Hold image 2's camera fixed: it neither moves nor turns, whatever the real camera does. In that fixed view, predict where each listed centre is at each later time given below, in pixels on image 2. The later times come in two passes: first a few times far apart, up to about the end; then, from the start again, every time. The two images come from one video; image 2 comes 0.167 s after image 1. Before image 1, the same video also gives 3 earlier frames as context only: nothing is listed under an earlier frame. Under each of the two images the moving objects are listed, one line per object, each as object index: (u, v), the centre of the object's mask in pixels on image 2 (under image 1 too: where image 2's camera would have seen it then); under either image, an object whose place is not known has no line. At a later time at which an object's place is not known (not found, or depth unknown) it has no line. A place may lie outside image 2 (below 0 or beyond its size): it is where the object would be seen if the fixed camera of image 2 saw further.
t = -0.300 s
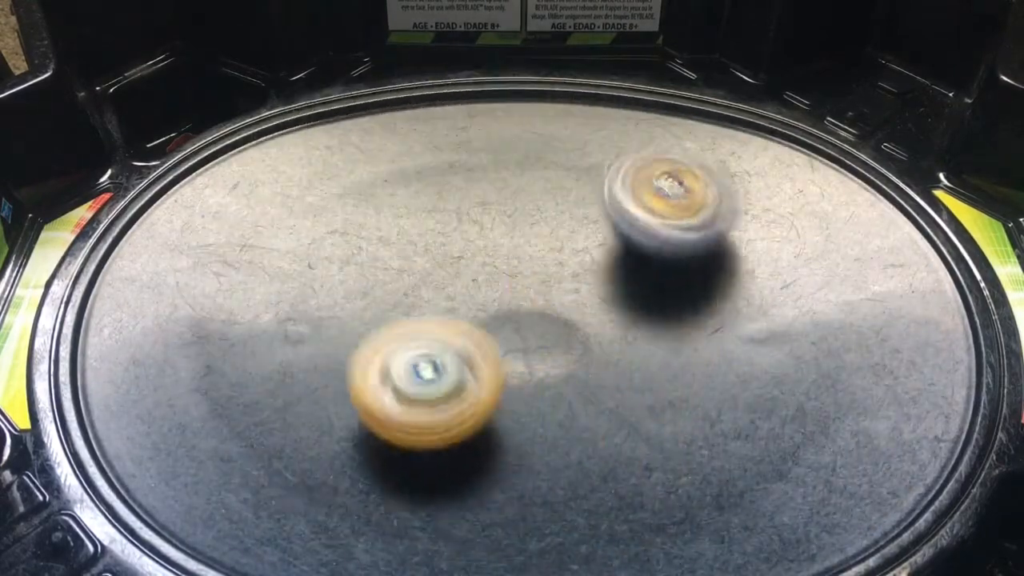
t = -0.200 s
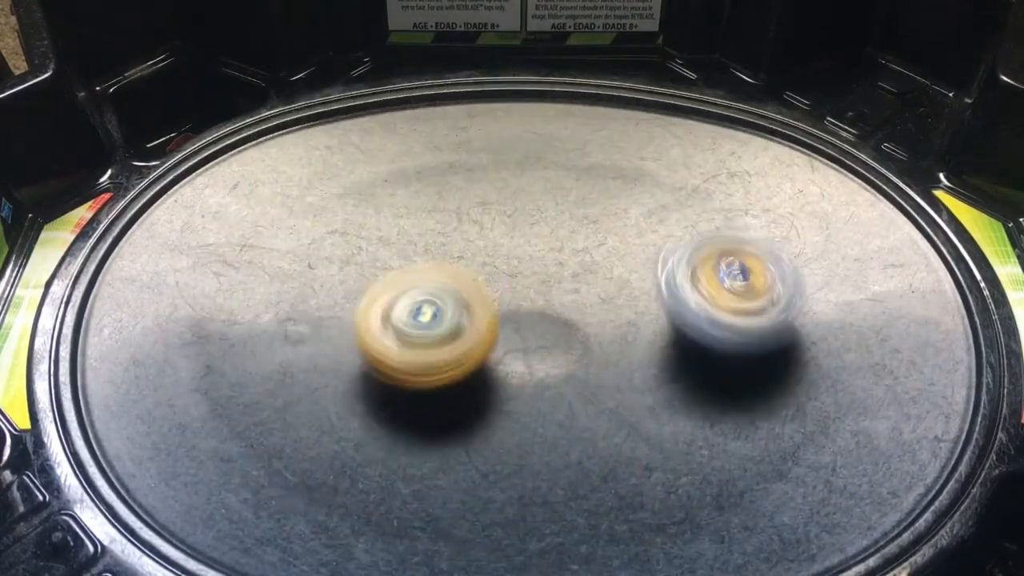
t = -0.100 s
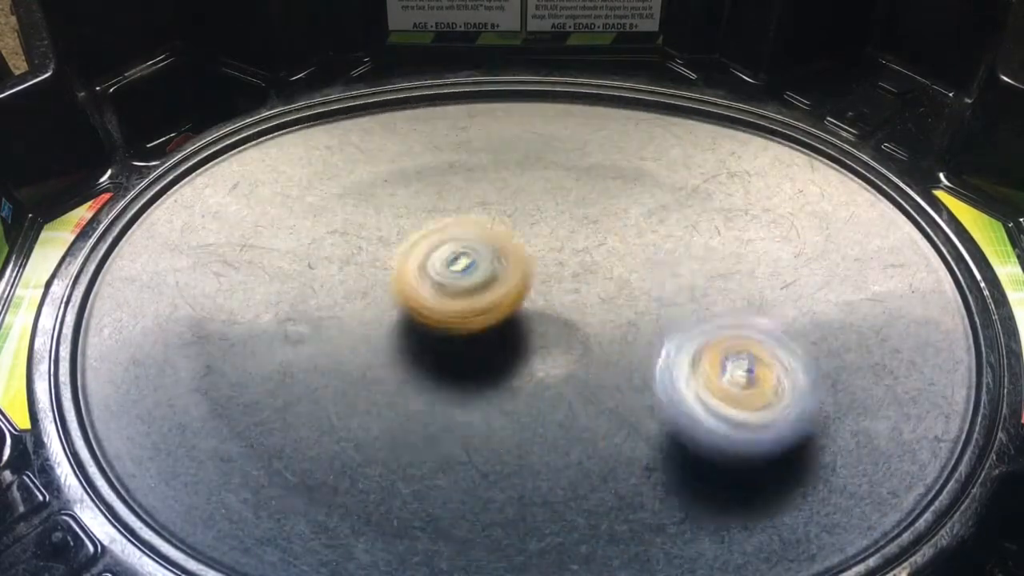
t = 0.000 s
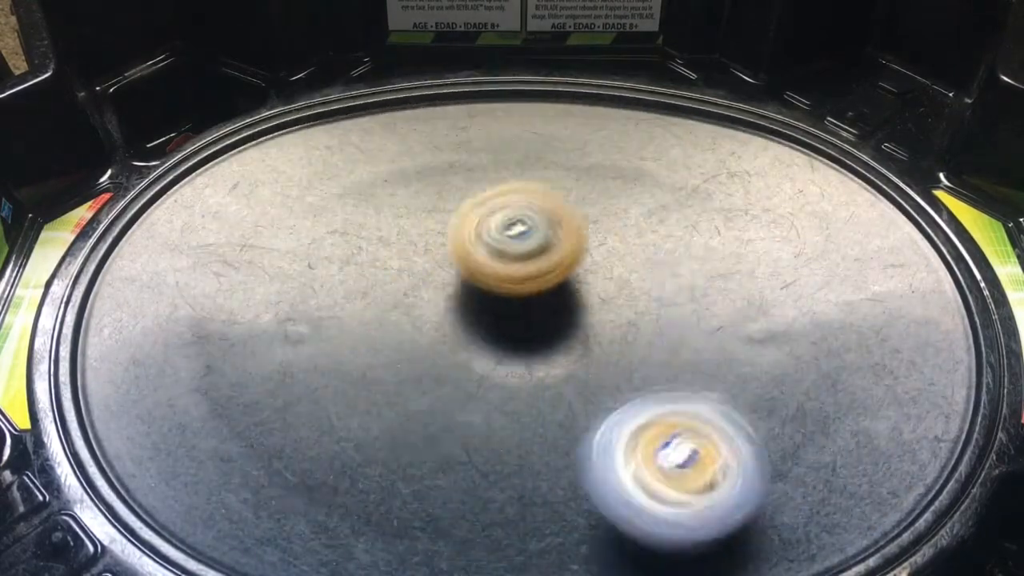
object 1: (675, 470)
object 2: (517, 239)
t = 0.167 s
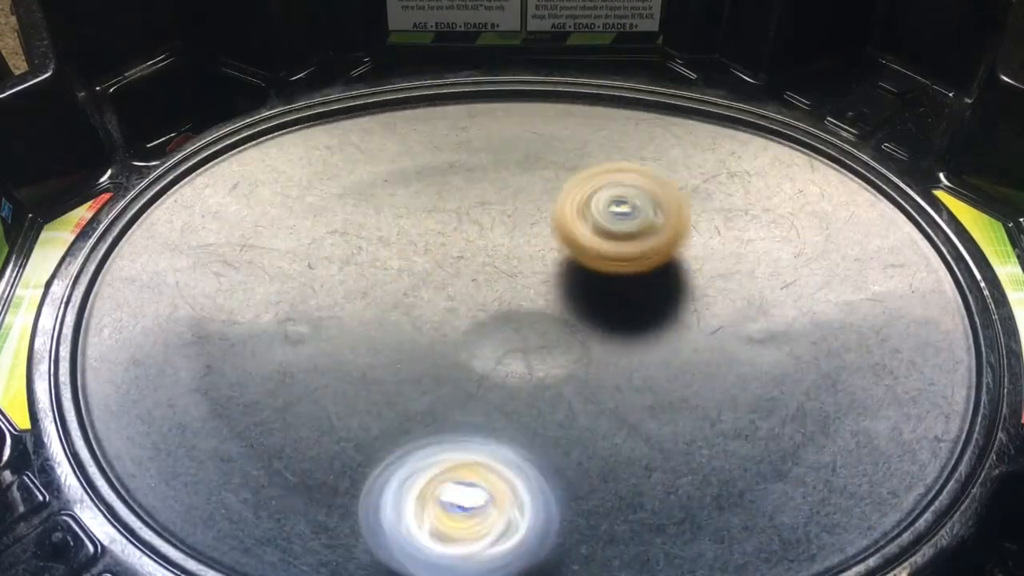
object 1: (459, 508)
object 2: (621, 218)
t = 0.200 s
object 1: (415, 503)
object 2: (642, 221)
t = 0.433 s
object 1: (276, 314)
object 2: (714, 301)
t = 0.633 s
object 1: (414, 181)
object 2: (606, 371)
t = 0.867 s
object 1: (654, 163)
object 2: (430, 344)
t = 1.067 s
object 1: (808, 279)
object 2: (369, 263)
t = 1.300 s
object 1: (664, 456)
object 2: (453, 210)
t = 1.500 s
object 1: (401, 424)
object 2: (557, 265)
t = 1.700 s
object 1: (287, 272)
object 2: (593, 354)
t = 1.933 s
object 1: (411, 141)
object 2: (515, 422)
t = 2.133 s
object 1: (609, 182)
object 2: (432, 370)
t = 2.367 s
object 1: (713, 367)
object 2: (485, 271)
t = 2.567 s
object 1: (584, 487)
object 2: (583, 232)
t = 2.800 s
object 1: (338, 414)
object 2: (673, 260)
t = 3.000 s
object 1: (360, 252)
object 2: (644, 332)
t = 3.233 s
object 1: (541, 164)
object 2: (505, 355)
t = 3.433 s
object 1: (714, 201)
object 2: (403, 317)
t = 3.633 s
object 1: (757, 348)
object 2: (393, 257)
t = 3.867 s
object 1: (536, 440)
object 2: (495, 253)
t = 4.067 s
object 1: (340, 369)
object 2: (566, 313)
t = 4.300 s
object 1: (333, 212)
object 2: (581, 384)
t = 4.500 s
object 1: (496, 172)
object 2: (515, 390)
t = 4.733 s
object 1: (670, 276)
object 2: (496, 313)
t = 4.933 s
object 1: (678, 418)
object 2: (535, 255)
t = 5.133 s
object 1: (506, 467)
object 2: (604, 237)
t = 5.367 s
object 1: (374, 327)
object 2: (630, 297)
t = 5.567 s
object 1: (441, 210)
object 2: (549, 345)
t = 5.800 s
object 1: (607, 174)
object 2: (436, 348)
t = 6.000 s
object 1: (715, 271)
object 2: (388, 305)
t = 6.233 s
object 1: (612, 410)
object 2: (460, 264)
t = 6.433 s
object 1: (422, 419)
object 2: (545, 283)
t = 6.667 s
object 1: (317, 296)
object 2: (619, 323)
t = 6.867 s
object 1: (420, 208)
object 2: (617, 365)
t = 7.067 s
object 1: (581, 212)
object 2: (547, 346)
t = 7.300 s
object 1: (730, 304)
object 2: (484, 306)
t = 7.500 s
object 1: (709, 410)
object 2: (445, 274)
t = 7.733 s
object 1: (509, 384)
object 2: (481, 262)
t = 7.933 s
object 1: (438, 451)
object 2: (448, 138)
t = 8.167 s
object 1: (384, 386)
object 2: (427, 128)
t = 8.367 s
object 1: (485, 301)
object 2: (428, 194)
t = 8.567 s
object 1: (622, 287)
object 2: (467, 247)
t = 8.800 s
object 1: (748, 289)
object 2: (565, 280)
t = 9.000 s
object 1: (732, 339)
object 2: (610, 246)
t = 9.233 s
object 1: (591, 332)
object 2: (555, 209)
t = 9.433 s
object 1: (519, 323)
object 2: (467, 188)
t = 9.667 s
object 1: (432, 351)
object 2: (422, 232)
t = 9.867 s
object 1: (408, 420)
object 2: (427, 209)
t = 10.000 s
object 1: (411, 442)
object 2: (474, 212)
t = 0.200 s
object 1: (415, 503)
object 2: (642, 221)
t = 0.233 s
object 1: (371, 488)
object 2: (660, 224)
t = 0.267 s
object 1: (334, 466)
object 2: (677, 232)
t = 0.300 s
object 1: (303, 440)
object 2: (694, 242)
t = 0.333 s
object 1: (283, 412)
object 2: (706, 255)
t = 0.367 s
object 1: (272, 379)
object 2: (713, 268)
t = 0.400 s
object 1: (269, 346)
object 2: (718, 284)
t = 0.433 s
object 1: (276, 314)
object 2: (714, 301)
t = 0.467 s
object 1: (289, 285)
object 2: (709, 317)
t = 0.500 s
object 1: (306, 259)
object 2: (695, 329)
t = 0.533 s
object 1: (328, 233)
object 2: (678, 345)
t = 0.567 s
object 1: (355, 211)
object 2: (655, 356)
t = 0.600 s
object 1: (384, 198)
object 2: (632, 364)
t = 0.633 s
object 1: (414, 181)
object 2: (606, 371)
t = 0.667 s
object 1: (447, 169)
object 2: (577, 373)
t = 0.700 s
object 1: (479, 161)
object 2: (552, 374)
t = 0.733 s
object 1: (513, 157)
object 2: (524, 372)
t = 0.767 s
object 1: (548, 152)
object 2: (498, 365)
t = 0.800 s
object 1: (583, 152)
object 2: (474, 362)
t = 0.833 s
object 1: (619, 156)
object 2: (449, 352)
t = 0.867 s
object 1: (654, 163)
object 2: (430, 344)
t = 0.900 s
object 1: (689, 173)
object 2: (410, 332)
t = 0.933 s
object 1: (721, 186)
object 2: (395, 319)
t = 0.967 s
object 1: (752, 202)
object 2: (382, 306)
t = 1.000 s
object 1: (775, 226)
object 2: (375, 291)
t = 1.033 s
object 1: (795, 252)
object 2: (370, 278)
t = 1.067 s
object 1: (808, 279)
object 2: (369, 263)
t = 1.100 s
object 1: (813, 309)
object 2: (371, 250)
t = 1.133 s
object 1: (811, 341)
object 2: (380, 237)
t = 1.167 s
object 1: (795, 375)
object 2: (391, 227)
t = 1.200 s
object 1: (773, 400)
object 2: (403, 220)
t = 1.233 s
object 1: (743, 422)
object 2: (418, 213)
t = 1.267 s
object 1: (705, 442)
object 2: (435, 211)
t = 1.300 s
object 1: (664, 456)
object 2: (453, 210)
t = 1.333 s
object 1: (620, 463)
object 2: (473, 215)
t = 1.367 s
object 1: (574, 464)
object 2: (492, 219)
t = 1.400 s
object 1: (527, 459)
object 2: (511, 230)
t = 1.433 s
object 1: (480, 451)
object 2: (527, 239)
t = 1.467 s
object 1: (439, 440)
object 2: (545, 253)
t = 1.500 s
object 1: (401, 424)
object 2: (557, 265)
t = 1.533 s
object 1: (370, 404)
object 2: (570, 281)
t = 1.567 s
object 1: (341, 381)
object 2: (578, 296)
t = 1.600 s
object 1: (316, 358)
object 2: (586, 311)
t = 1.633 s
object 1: (299, 333)
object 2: (591, 323)
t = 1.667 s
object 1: (290, 301)
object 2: (593, 341)
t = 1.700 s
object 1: (287, 272)
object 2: (593, 354)
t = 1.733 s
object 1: (291, 246)
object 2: (589, 370)
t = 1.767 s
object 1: (300, 221)
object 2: (582, 383)
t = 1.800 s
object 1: (314, 202)
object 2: (574, 396)
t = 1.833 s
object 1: (333, 180)
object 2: (561, 405)
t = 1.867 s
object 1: (357, 162)
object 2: (549, 414)
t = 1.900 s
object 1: (380, 150)
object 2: (532, 418)
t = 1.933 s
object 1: (411, 141)
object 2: (515, 422)
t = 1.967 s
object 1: (445, 138)
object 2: (496, 420)
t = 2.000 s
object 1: (482, 138)
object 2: (477, 417)
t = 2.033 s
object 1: (516, 143)
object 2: (462, 410)
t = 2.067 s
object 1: (550, 153)
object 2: (446, 399)
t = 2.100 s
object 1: (580, 165)
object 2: (437, 386)
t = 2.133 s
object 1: (609, 182)
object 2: (432, 370)
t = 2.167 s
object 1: (636, 204)
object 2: (430, 355)
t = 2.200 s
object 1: (662, 227)
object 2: (433, 339)
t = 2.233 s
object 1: (683, 253)
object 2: (438, 322)
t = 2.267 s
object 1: (699, 281)
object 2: (446, 309)
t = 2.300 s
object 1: (709, 308)
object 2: (457, 294)
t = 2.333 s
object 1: (715, 338)
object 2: (471, 281)
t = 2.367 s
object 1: (713, 367)
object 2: (485, 271)
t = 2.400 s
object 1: (708, 393)
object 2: (501, 261)
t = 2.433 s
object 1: (695, 414)
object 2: (517, 252)
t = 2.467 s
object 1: (675, 438)
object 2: (532, 246)
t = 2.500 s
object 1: (650, 459)
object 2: (550, 238)
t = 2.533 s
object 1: (619, 477)
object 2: (567, 234)
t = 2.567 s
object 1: (584, 487)
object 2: (583, 232)
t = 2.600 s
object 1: (544, 493)
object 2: (598, 232)
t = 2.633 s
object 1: (502, 493)
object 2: (612, 232)
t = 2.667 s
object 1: (462, 489)
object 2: (628, 233)
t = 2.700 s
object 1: (425, 478)
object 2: (641, 237)
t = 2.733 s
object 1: (387, 459)
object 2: (655, 243)
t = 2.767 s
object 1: (357, 438)
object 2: (665, 250)
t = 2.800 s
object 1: (338, 414)
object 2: (673, 260)
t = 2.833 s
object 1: (321, 386)
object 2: (679, 272)
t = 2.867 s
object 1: (316, 358)
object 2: (682, 283)
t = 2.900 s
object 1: (319, 328)
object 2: (678, 297)
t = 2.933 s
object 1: (329, 302)
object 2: (672, 309)
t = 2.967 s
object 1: (342, 274)
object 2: (660, 320)
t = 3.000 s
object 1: (360, 252)
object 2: (644, 332)
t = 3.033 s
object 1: (378, 232)
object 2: (628, 340)
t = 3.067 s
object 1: (404, 213)
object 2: (609, 347)
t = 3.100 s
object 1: (427, 200)
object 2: (590, 351)
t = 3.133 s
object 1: (455, 187)
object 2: (569, 354)
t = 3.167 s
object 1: (480, 176)
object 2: (545, 357)
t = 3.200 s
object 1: (512, 169)
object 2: (525, 357)
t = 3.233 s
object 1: (541, 164)
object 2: (505, 355)
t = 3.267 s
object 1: (567, 161)
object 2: (485, 352)
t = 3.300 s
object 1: (600, 162)
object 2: (464, 348)
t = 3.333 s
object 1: (634, 166)
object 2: (447, 343)
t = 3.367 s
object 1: (664, 174)
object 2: (432, 335)
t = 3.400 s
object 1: (687, 187)
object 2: (416, 326)
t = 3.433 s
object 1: (714, 201)
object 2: (403, 317)
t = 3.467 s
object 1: (737, 222)
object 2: (394, 307)
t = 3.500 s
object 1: (752, 241)
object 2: (389, 297)
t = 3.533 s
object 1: (764, 268)
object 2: (385, 288)
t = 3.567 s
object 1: (769, 297)
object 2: (385, 276)
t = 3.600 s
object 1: (767, 323)
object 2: (388, 266)
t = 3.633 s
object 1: (757, 348)
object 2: (393, 257)
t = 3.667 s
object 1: (737, 373)
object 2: (403, 250)
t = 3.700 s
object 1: (713, 397)
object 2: (417, 244)
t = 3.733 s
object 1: (683, 413)
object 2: (432, 241)
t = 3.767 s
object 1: (649, 425)
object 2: (448, 241)
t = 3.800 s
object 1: (612, 434)
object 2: (464, 243)
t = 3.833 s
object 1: (575, 441)
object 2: (480, 247)
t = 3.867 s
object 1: (536, 440)
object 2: (495, 253)
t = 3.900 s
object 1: (494, 435)
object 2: (511, 262)
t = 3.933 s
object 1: (460, 431)
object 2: (527, 271)
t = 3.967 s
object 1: (425, 419)
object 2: (539, 281)
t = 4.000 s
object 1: (391, 405)
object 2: (547, 291)
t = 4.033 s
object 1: (365, 389)
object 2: (556, 302)
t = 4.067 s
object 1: (340, 369)
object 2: (566, 313)
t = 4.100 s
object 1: (324, 347)
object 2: (575, 324)
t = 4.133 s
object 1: (309, 326)
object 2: (583, 333)
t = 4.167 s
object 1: (302, 300)
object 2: (588, 344)
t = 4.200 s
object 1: (302, 276)
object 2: (590, 353)
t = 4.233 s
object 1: (304, 256)
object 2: (590, 363)
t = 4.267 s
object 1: (318, 233)
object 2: (587, 374)
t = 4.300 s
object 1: (333, 212)
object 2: (581, 384)
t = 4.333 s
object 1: (350, 198)
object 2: (573, 392)
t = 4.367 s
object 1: (376, 186)
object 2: (564, 397)
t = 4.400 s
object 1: (404, 175)
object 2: (552, 399)
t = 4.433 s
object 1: (432, 172)
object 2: (540, 399)
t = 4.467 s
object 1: (463, 170)
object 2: (527, 396)
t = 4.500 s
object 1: (496, 172)
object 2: (515, 390)
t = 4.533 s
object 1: (523, 178)
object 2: (505, 382)
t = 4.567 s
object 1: (557, 188)
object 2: (497, 371)
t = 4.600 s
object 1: (586, 201)
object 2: (491, 359)
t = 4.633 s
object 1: (611, 215)
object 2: (487, 347)
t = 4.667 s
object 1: (635, 237)
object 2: (487, 334)
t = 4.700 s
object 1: (653, 258)
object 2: (491, 323)
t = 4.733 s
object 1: (670, 276)
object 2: (496, 313)
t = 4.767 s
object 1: (686, 301)
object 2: (502, 303)
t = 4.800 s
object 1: (689, 318)
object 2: (507, 293)
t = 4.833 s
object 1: (697, 350)
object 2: (512, 282)
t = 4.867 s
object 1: (697, 375)
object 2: (518, 272)
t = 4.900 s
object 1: (689, 398)
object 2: (526, 263)
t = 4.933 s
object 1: (678, 418)
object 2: (535, 255)
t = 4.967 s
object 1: (661, 437)
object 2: (546, 248)
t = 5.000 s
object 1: (638, 452)
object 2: (558, 243)
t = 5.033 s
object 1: (606, 466)
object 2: (569, 238)
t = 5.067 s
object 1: (573, 470)
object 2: (581, 236)
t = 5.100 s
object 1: (538, 473)
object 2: (592, 236)
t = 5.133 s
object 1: (506, 467)
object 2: (604, 237)
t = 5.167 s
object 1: (471, 458)
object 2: (615, 241)
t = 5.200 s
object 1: (439, 443)
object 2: (623, 247)
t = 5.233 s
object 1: (414, 425)
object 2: (630, 255)
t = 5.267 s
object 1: (396, 402)
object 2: (634, 264)
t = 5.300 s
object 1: (384, 379)
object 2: (635, 275)
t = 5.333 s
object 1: (377, 354)
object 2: (634, 286)
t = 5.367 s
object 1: (374, 327)
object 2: (630, 297)
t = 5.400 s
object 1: (378, 303)
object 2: (619, 309)
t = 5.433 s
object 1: (383, 280)
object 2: (610, 318)
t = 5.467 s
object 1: (396, 259)
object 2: (596, 328)
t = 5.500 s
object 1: (408, 241)
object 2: (581, 335)
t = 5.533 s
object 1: (425, 221)
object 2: (565, 341)
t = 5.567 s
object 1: (441, 210)
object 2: (549, 345)
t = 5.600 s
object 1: (464, 197)
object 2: (532, 349)
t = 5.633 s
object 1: (485, 185)
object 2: (515, 351)
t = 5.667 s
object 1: (508, 175)
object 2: (499, 353)
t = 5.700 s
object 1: (534, 170)
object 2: (483, 353)
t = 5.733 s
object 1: (557, 167)
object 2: (467, 353)
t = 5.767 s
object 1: (587, 169)
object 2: (451, 351)
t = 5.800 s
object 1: (607, 174)
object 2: (436, 348)
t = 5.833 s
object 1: (638, 181)
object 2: (423, 343)
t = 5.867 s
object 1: (658, 191)
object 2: (411, 337)
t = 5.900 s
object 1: (682, 208)
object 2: (400, 330)
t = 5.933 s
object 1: (694, 226)
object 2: (392, 322)
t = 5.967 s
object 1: (708, 248)
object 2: (389, 314)
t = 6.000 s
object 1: (715, 271)
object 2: (388, 305)
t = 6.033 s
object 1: (716, 297)
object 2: (389, 295)
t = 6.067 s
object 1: (709, 320)
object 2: (395, 287)
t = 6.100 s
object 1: (699, 341)
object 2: (403, 279)
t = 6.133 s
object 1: (680, 364)
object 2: (414, 273)
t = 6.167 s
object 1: (660, 383)
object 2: (429, 268)
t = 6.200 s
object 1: (634, 398)
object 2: (443, 266)
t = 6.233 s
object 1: (612, 410)
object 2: (460, 264)
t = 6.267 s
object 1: (579, 419)
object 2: (476, 266)
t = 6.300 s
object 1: (549, 428)
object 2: (491, 267)
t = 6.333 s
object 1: (514, 429)
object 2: (505, 270)
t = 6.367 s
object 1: (485, 429)
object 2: (519, 274)
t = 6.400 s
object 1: (453, 425)
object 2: (532, 278)
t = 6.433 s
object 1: (422, 419)
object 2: (545, 283)
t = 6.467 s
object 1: (393, 409)
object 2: (557, 287)
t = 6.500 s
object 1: (370, 395)
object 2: (569, 292)
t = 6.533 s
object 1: (350, 380)
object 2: (583, 297)
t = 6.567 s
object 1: (330, 361)
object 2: (595, 302)
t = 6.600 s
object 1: (317, 339)
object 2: (603, 309)
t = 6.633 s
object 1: (314, 320)
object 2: (612, 315)
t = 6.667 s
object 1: (317, 296)
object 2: (619, 323)
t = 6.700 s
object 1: (325, 275)
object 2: (625, 331)
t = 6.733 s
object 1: (338, 256)
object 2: (629, 339)
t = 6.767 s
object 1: (353, 242)
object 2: (631, 347)
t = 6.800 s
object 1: (373, 226)
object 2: (630, 355)
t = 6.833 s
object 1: (395, 215)
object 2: (625, 361)
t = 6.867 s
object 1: (420, 208)
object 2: (617, 365)
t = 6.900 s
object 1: (447, 202)
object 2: (606, 368)
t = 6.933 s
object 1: (471, 198)
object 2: (594, 368)
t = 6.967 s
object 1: (501, 200)
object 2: (580, 366)
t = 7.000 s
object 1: (527, 202)
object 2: (568, 362)
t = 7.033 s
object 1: (556, 210)
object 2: (556, 355)
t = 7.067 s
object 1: (581, 212)
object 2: (547, 346)
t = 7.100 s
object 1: (610, 224)
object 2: (539, 338)
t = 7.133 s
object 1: (628, 240)
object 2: (534, 329)
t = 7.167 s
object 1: (650, 252)
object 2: (530, 321)
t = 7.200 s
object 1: (674, 261)
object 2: (517, 318)
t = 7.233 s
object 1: (694, 274)
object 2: (506, 314)
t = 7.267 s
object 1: (718, 290)
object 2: (495, 310)
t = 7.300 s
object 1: (730, 304)
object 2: (484, 306)
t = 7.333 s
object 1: (745, 320)
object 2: (473, 302)
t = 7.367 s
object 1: (753, 342)
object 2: (464, 298)
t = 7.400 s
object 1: (752, 361)
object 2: (455, 293)
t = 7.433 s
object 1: (747, 379)
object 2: (451, 287)
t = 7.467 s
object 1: (734, 396)
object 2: (446, 279)
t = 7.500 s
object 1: (709, 410)
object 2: (445, 274)
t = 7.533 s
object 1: (681, 420)
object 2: (446, 267)
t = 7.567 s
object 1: (654, 424)
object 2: (448, 263)
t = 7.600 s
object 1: (621, 424)
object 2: (451, 258)
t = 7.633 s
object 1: (590, 420)
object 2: (456, 256)
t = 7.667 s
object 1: (559, 410)
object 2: (465, 257)
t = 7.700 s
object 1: (532, 401)
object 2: (473, 259)
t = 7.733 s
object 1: (509, 384)
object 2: (481, 262)
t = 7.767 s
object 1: (491, 377)
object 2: (484, 259)
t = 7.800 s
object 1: (484, 394)
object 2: (474, 231)
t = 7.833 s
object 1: (476, 417)
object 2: (462, 195)
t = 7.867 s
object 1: (466, 433)
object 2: (458, 168)
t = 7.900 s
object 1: (452, 443)
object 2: (451, 148)
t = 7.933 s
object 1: (438, 451)
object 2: (448, 138)
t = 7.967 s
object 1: (420, 455)
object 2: (448, 130)
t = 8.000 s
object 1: (403, 452)
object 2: (447, 124)
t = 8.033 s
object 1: (389, 446)
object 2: (445, 121)
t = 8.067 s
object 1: (379, 435)
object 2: (443, 120)
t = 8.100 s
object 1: (375, 420)
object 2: (439, 120)
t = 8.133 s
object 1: (378, 403)
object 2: (433, 122)
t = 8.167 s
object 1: (384, 386)
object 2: (427, 128)
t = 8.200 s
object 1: (394, 371)
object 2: (423, 139)
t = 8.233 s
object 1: (408, 353)
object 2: (424, 149)
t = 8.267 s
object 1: (424, 336)
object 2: (422, 160)
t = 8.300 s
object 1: (439, 322)
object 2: (424, 178)
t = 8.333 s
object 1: (458, 308)
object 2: (428, 189)
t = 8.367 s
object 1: (485, 301)
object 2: (428, 194)
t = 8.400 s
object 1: (507, 301)
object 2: (428, 198)
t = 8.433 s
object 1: (530, 300)
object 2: (431, 205)
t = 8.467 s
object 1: (553, 297)
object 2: (436, 210)
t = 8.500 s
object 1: (574, 293)
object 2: (444, 224)
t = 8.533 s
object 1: (601, 289)
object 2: (457, 238)
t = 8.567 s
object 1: (622, 287)
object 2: (467, 247)
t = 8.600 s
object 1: (642, 283)
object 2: (479, 257)
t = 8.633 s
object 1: (661, 282)
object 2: (496, 266)
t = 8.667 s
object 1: (682, 280)
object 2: (511, 273)
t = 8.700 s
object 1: (706, 281)
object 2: (523, 277)
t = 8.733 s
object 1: (724, 283)
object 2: (539, 281)
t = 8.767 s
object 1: (739, 284)
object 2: (553, 281)
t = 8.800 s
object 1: (748, 289)
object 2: (565, 280)
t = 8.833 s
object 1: (761, 295)
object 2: (577, 276)
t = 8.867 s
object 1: (765, 303)
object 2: (588, 274)
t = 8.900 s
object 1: (761, 313)
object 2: (602, 271)
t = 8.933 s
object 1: (753, 321)
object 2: (610, 267)
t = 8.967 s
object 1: (739, 330)
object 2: (617, 263)
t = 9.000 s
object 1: (732, 339)
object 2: (610, 246)
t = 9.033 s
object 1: (719, 346)
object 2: (601, 237)
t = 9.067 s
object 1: (703, 349)
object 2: (593, 227)
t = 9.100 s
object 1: (682, 349)
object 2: (584, 221)
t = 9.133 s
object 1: (654, 348)
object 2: (578, 217)
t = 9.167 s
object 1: (632, 344)
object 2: (572, 215)
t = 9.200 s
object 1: (609, 339)
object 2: (564, 212)
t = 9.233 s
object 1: (591, 332)
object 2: (555, 209)
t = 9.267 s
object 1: (571, 325)
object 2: (545, 208)
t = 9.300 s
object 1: (554, 317)
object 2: (536, 207)
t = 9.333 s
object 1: (543, 315)
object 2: (521, 204)
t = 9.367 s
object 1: (530, 313)
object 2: (507, 204)
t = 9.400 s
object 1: (520, 320)
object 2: (488, 200)
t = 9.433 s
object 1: (519, 323)
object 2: (467, 188)
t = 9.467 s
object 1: (513, 333)
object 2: (450, 186)
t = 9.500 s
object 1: (510, 339)
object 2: (438, 187)
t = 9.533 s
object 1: (499, 343)
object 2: (430, 192)
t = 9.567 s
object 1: (486, 346)
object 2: (425, 200)
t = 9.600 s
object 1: (468, 348)
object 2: (423, 210)
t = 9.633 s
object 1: (450, 350)
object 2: (422, 222)
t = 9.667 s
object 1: (432, 351)
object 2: (422, 232)
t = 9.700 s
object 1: (425, 357)
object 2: (422, 234)
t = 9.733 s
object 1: (416, 375)
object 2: (420, 220)
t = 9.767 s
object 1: (416, 391)
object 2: (419, 213)
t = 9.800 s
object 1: (413, 401)
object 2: (418, 207)
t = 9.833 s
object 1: (410, 410)
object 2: (419, 207)
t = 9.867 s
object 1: (408, 420)
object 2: (427, 209)
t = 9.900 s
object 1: (407, 428)
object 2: (440, 210)
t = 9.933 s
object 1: (407, 436)
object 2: (454, 209)
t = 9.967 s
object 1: (408, 442)
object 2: (465, 211)
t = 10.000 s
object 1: (411, 442)
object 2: (474, 212)
